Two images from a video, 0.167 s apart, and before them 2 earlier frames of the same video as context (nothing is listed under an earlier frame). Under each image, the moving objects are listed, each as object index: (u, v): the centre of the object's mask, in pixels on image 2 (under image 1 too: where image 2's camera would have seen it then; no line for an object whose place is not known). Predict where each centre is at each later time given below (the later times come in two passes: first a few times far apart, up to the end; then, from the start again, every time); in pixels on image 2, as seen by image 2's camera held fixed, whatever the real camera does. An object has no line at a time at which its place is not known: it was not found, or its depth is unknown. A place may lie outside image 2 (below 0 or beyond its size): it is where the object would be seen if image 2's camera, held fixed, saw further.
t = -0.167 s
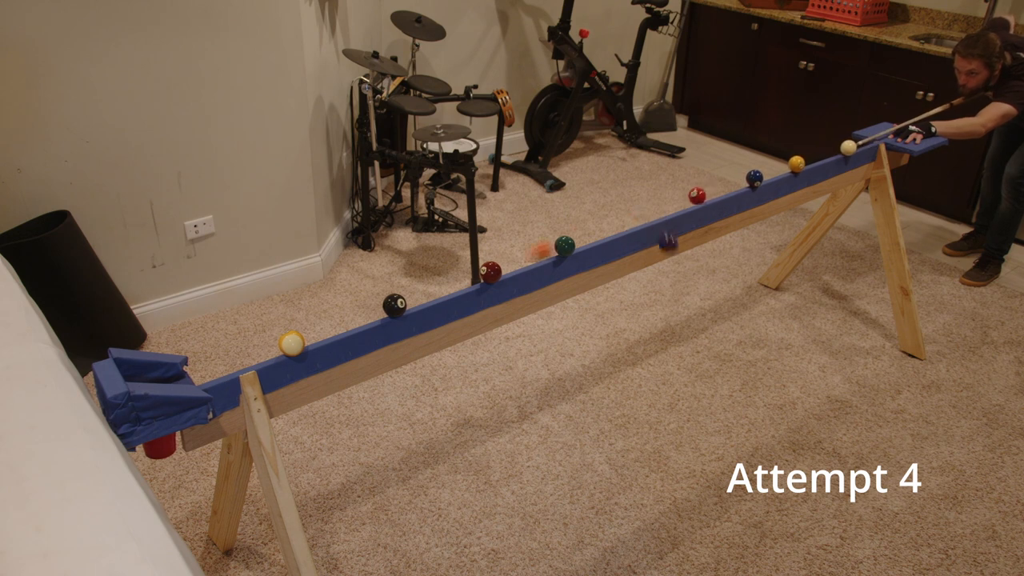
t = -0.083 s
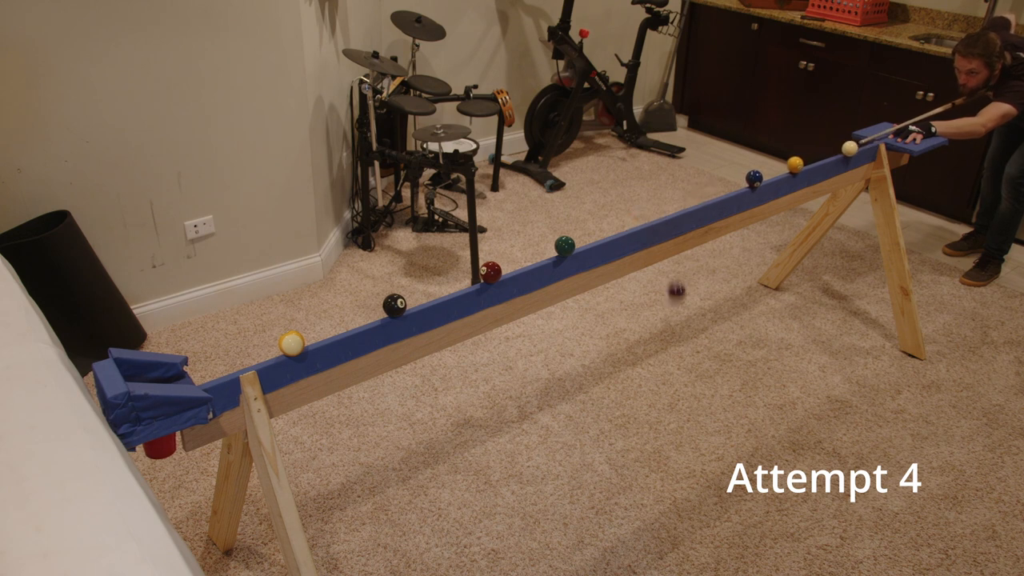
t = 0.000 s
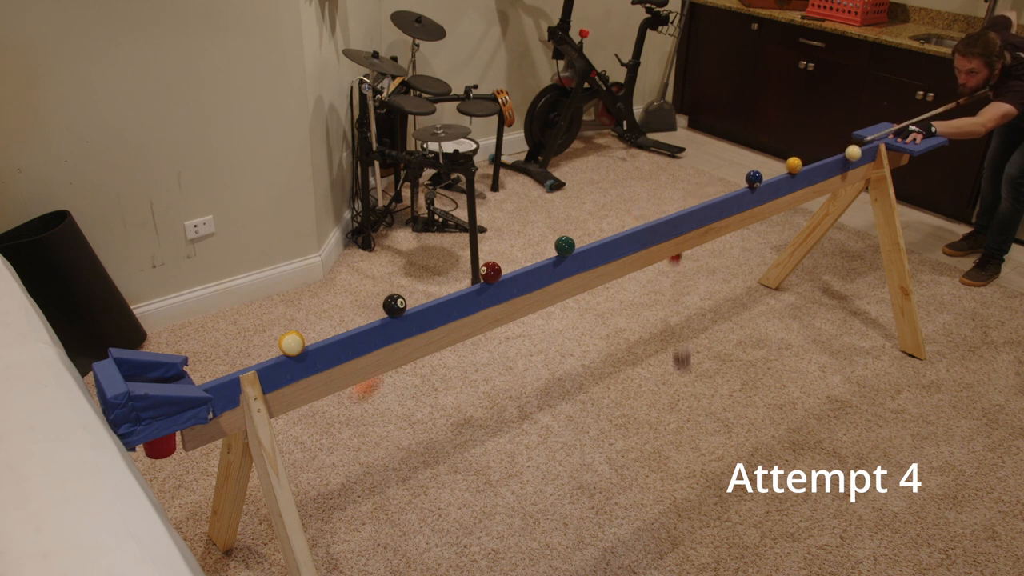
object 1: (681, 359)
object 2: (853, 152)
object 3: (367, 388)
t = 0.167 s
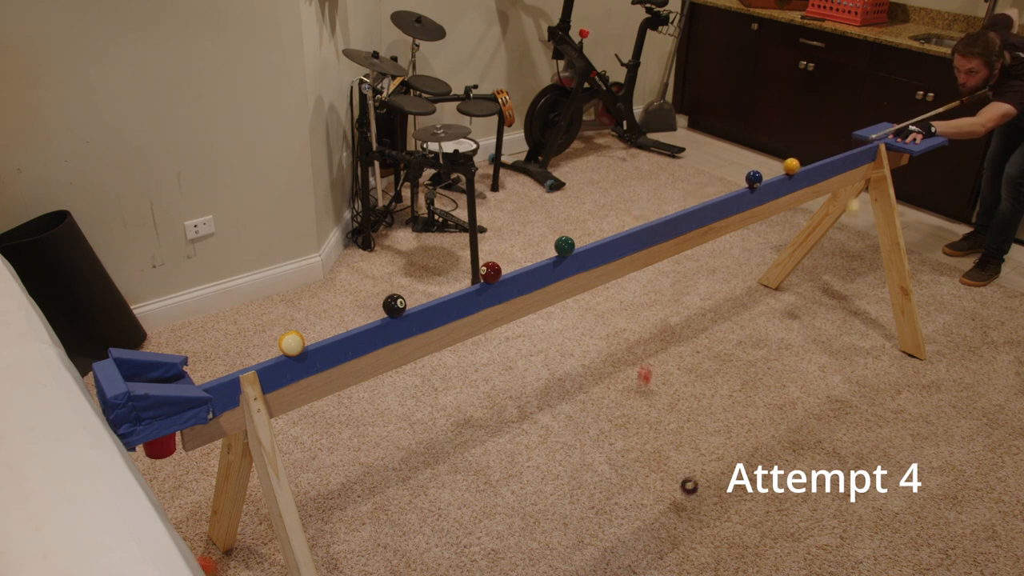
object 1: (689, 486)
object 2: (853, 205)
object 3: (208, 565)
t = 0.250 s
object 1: (702, 474)
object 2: (847, 257)
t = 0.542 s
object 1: (732, 536)
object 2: (846, 312)
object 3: (202, 512)
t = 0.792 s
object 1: (765, 570)
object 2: (845, 345)
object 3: (179, 530)
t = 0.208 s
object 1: (696, 478)
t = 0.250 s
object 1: (702, 474)
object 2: (847, 257)
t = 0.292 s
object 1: (708, 475)
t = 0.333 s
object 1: (713, 479)
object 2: (837, 322)
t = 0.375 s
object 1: (717, 489)
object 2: (834, 341)
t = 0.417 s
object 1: (720, 503)
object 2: (839, 327)
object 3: (165, 502)
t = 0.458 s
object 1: (723, 520)
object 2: (842, 319)
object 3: (174, 503)
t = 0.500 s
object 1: (725, 539)
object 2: (844, 313)
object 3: (191, 505)
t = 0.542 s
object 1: (732, 536)
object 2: (846, 312)
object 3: (202, 512)
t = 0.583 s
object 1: (739, 537)
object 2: (846, 313)
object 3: (201, 528)
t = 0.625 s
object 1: (745, 543)
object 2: (847, 318)
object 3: (202, 548)
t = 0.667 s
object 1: (750, 553)
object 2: (846, 327)
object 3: (196, 544)
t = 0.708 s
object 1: (753, 567)
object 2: (844, 341)
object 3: (188, 533)
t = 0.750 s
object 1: (760, 567)
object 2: (842, 351)
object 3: (182, 530)
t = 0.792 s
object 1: (765, 570)
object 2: (845, 345)
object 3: (179, 530)
